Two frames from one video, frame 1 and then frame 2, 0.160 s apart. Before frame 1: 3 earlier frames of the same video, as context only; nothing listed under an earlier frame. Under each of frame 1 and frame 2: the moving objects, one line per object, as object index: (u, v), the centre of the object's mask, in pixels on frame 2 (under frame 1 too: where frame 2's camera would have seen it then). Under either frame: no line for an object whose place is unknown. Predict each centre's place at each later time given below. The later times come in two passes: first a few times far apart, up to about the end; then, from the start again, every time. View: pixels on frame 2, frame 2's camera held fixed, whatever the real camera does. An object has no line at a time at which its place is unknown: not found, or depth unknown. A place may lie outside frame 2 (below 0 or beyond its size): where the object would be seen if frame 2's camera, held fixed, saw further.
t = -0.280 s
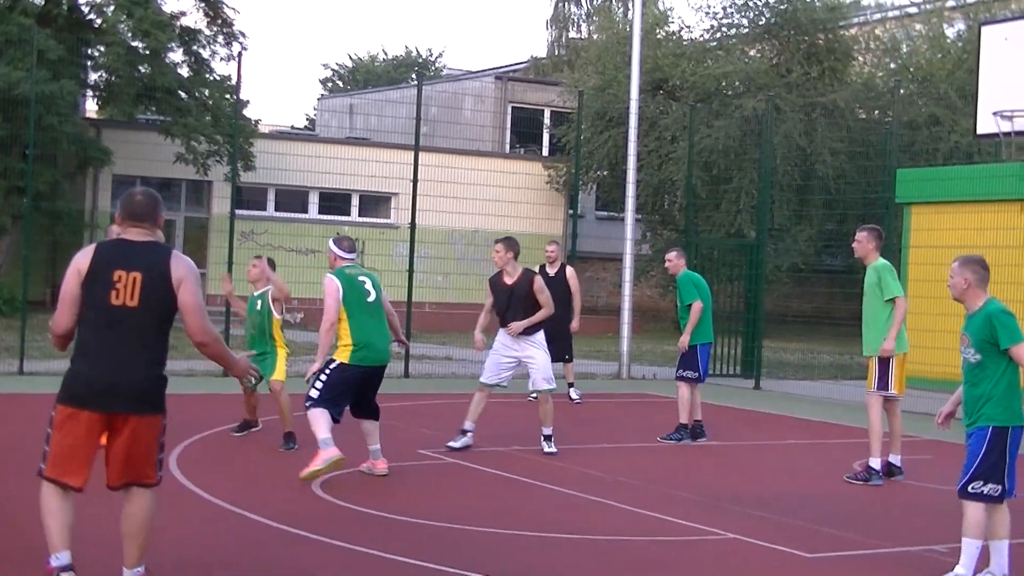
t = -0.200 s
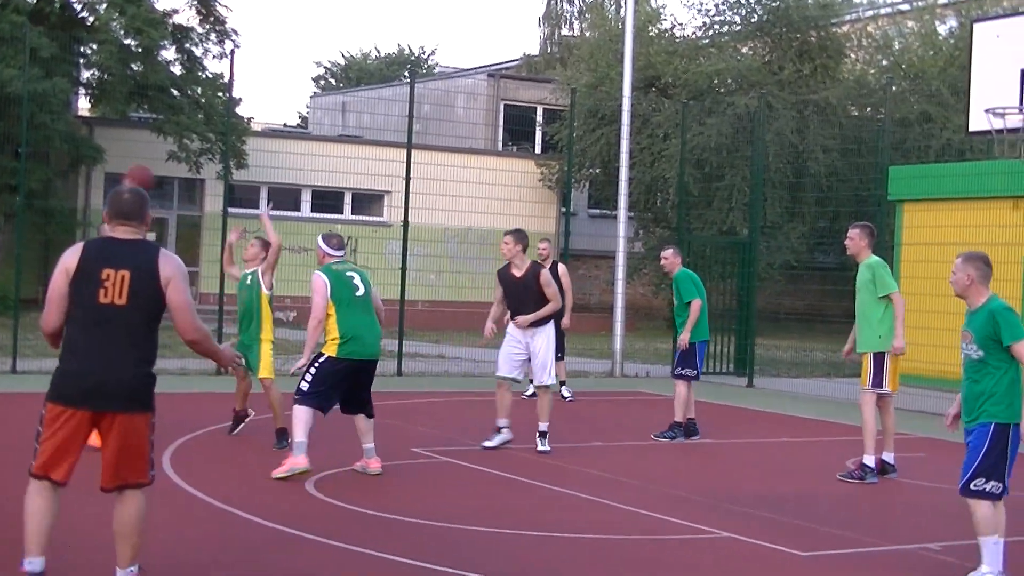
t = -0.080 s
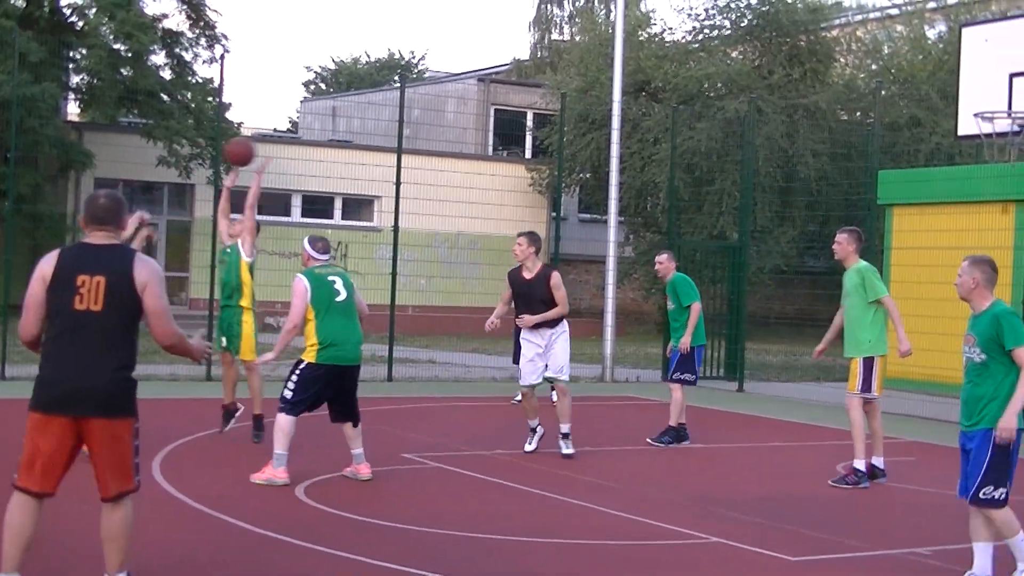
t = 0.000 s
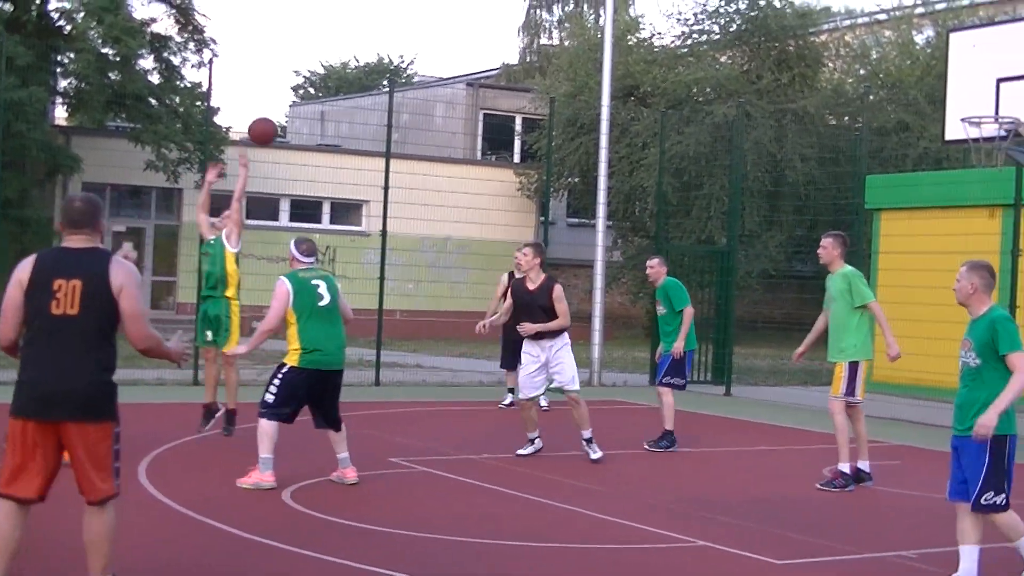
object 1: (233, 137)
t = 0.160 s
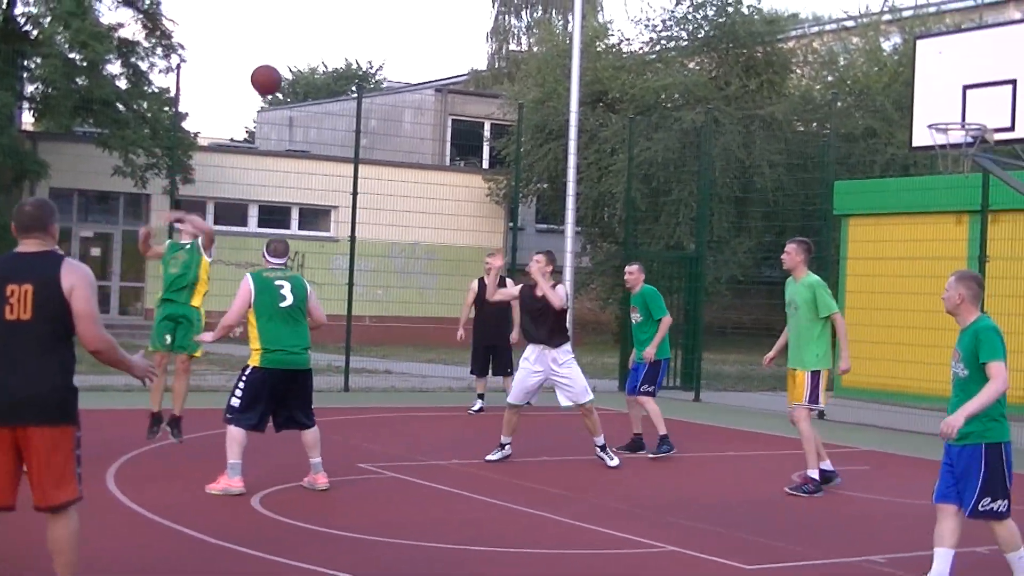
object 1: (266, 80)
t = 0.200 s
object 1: (275, 70)
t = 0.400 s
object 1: (320, 51)
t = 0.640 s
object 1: (379, 105)
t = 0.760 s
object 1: (410, 168)
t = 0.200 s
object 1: (275, 70)
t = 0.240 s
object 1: (284, 62)
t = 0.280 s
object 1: (293, 56)
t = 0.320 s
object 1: (302, 52)
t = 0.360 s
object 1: (311, 51)
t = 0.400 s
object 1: (320, 51)
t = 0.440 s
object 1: (330, 54)
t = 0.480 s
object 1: (340, 60)
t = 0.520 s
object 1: (350, 67)
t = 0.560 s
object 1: (360, 77)
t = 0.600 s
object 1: (369, 89)
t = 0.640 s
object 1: (379, 105)
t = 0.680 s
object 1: (389, 123)
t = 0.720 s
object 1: (400, 144)
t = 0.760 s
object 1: (410, 168)
